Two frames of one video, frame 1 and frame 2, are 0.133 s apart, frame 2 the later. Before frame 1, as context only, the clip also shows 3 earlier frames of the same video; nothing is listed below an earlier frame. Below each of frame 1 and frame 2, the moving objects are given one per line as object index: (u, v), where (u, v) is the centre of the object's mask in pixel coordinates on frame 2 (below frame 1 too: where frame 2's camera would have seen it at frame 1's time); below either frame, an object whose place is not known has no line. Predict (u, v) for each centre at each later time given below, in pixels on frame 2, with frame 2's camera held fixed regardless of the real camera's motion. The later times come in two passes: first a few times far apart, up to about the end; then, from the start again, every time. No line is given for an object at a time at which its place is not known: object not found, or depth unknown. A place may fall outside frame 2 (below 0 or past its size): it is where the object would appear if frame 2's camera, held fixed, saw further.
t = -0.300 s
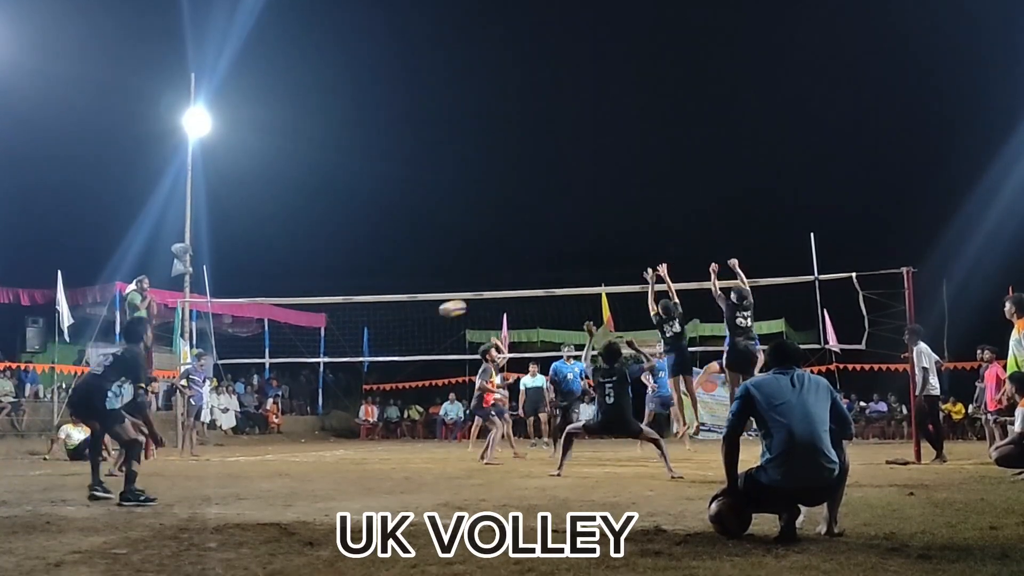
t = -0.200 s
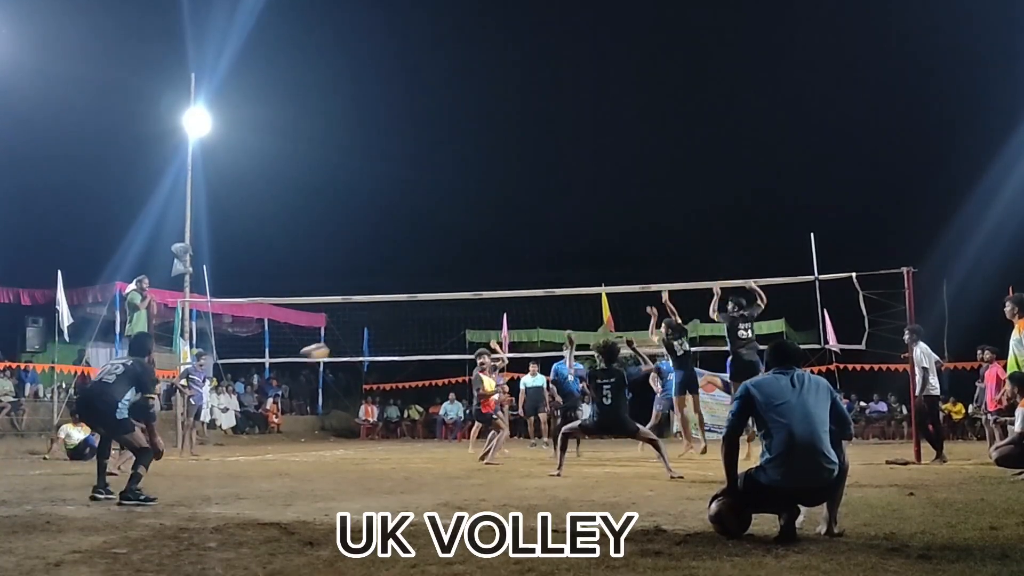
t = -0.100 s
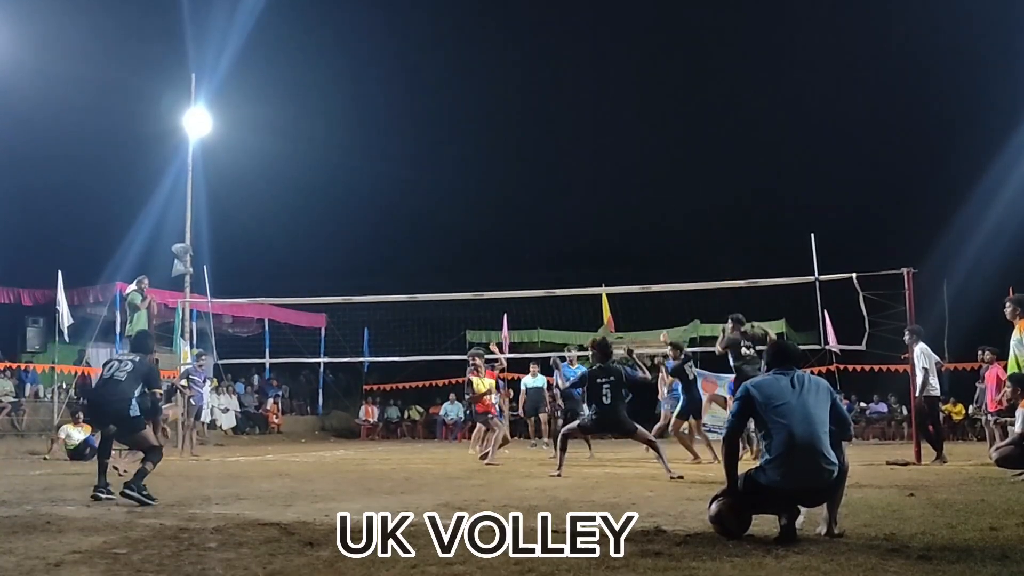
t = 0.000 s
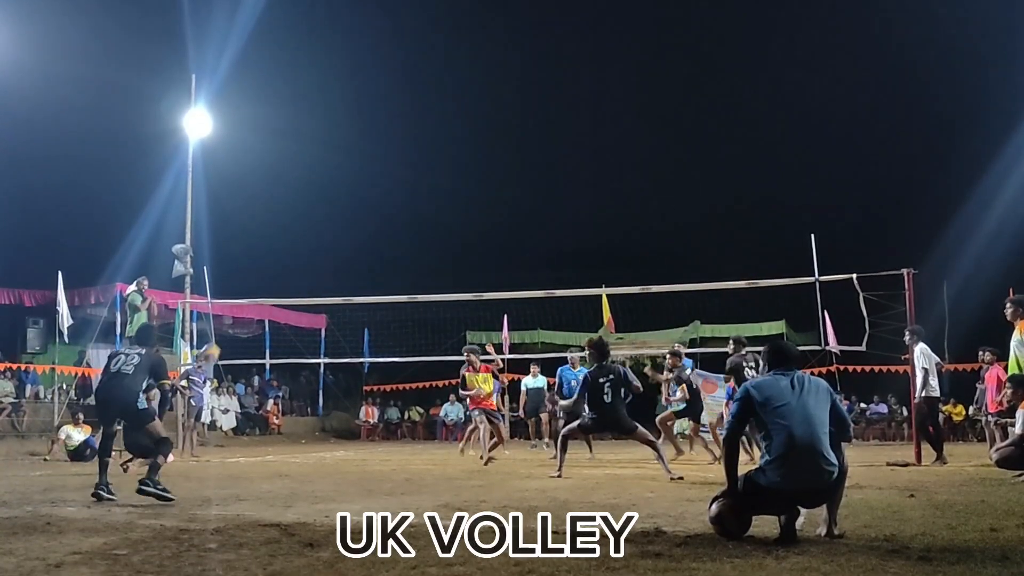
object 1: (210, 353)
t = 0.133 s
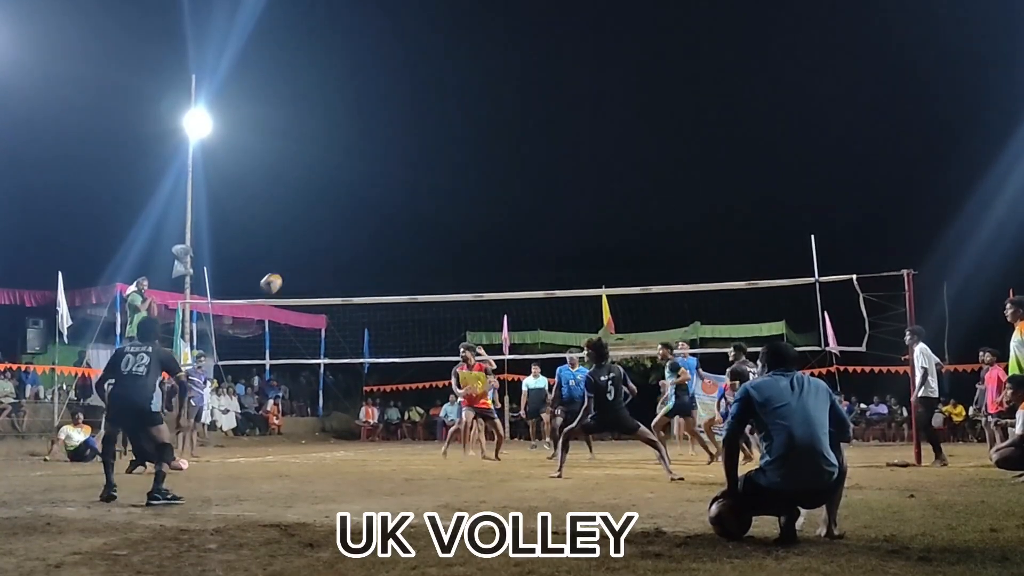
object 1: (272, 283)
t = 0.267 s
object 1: (330, 228)
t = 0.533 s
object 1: (444, 161)
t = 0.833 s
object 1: (568, 152)
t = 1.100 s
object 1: (680, 206)
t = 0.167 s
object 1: (286, 268)
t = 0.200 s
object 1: (301, 254)
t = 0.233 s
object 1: (315, 241)
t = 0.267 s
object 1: (330, 228)
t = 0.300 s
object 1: (345, 216)
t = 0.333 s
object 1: (359, 205)
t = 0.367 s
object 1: (373, 196)
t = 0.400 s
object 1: (387, 187)
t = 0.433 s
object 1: (401, 179)
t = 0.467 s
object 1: (415, 172)
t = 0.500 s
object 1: (430, 166)
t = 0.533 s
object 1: (444, 161)
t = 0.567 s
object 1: (457, 156)
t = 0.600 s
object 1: (471, 153)
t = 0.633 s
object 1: (485, 150)
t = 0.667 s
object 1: (499, 148)
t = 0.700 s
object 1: (513, 147)
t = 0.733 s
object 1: (527, 147)
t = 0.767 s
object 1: (540, 148)
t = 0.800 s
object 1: (554, 150)
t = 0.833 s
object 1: (568, 152)
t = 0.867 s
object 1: (582, 156)
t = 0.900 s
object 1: (596, 160)
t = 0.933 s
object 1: (610, 165)
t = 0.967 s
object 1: (624, 171)
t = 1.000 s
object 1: (638, 178)
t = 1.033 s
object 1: (652, 186)
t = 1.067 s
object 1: (666, 195)
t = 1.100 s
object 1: (680, 206)
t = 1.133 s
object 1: (695, 215)
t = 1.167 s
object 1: (709, 227)
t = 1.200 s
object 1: (723, 240)
